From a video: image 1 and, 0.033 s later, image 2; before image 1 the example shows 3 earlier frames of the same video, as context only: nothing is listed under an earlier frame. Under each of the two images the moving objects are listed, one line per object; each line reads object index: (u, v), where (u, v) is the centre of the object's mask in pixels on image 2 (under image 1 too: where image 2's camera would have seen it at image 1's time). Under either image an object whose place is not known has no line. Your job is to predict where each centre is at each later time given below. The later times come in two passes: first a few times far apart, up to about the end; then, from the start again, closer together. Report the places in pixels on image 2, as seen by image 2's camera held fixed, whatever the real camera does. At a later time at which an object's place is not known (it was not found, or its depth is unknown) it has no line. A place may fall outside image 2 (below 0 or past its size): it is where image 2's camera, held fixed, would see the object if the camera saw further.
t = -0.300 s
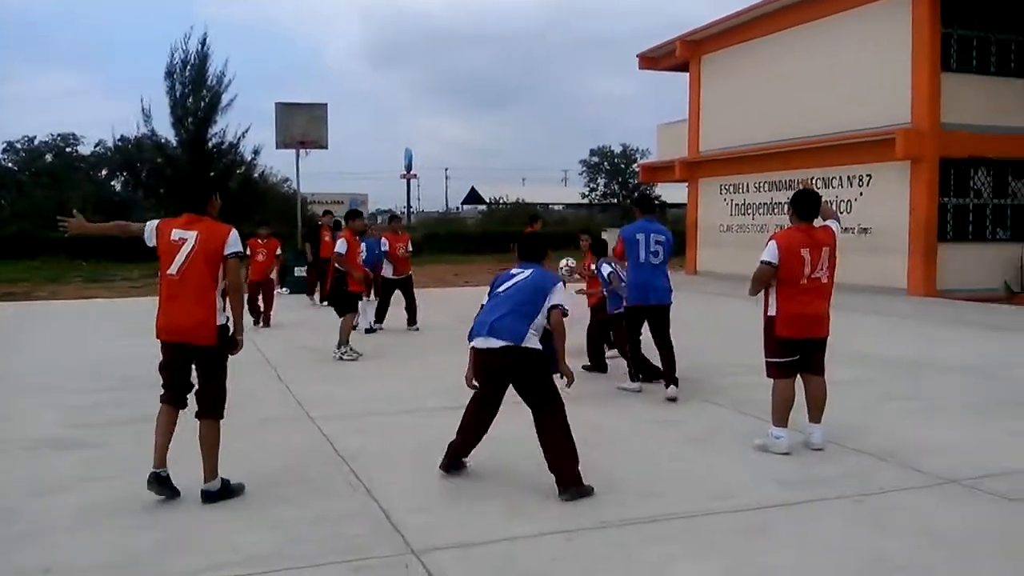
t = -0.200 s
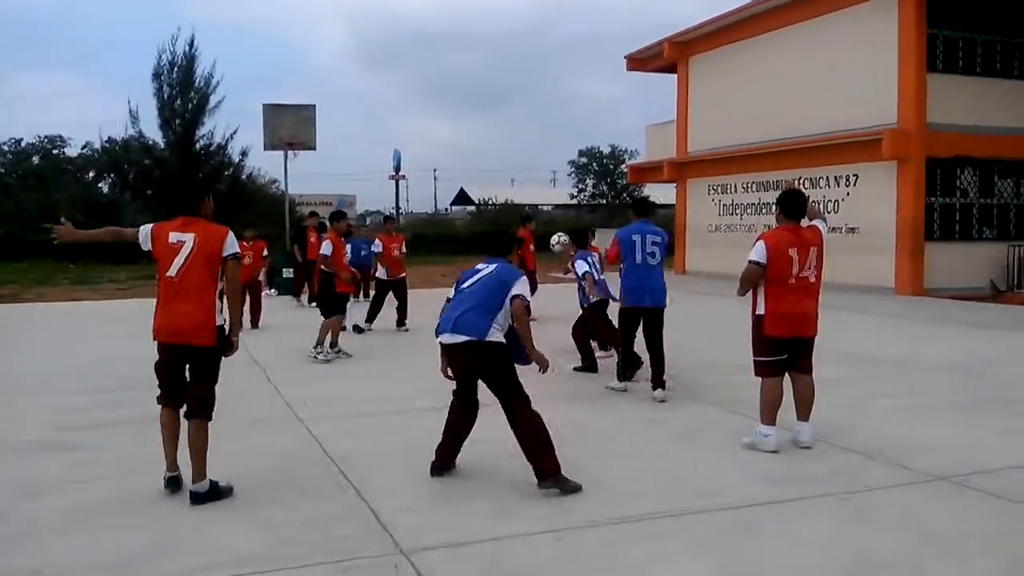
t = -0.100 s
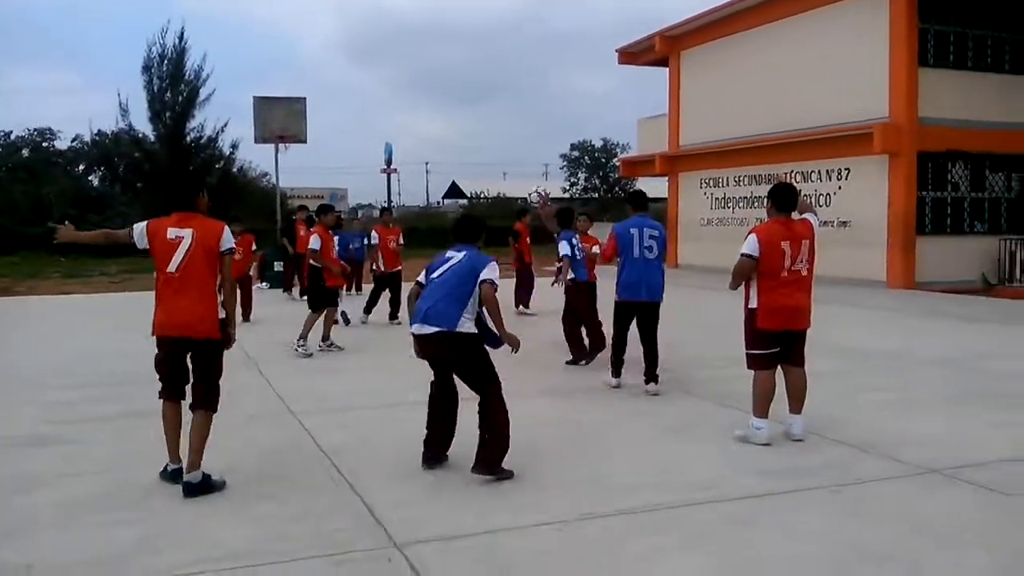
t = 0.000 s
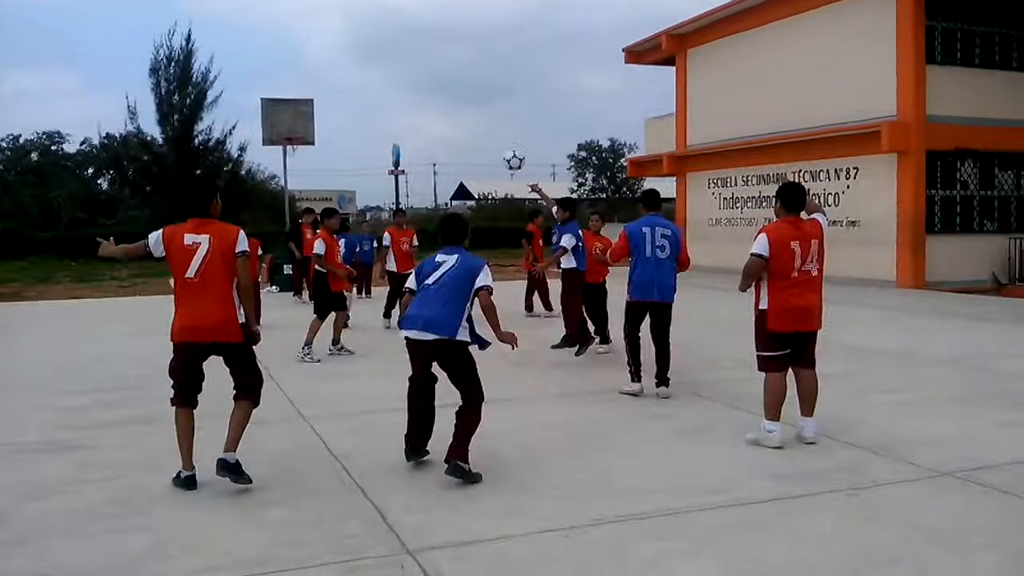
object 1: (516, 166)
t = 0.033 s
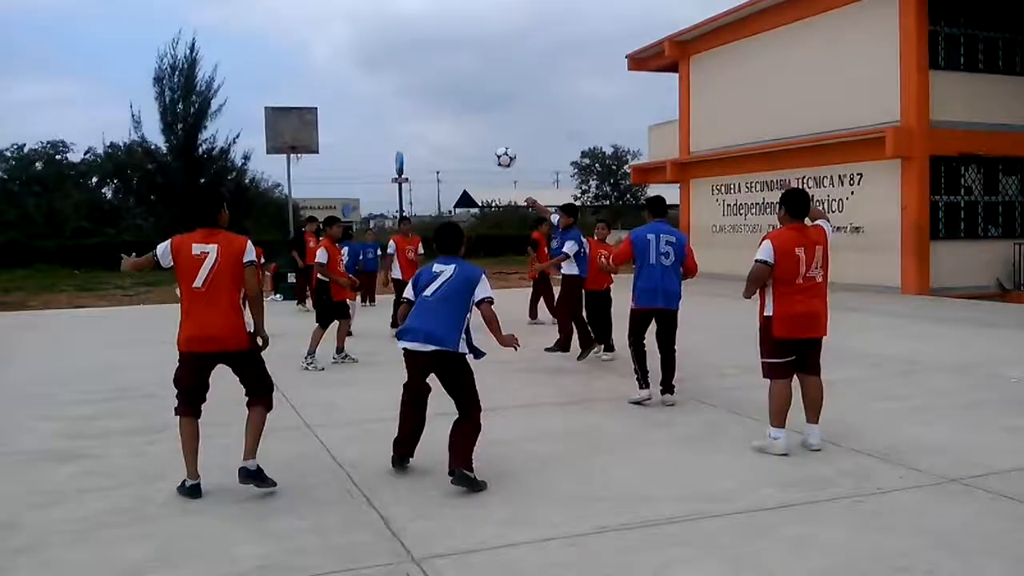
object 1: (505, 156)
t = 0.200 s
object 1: (442, 119)
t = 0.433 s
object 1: (355, 116)
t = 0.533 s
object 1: (316, 131)
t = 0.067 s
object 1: (492, 147)
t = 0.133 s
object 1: (466, 131)
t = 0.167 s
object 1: (454, 125)
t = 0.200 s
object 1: (442, 119)
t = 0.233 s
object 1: (430, 115)
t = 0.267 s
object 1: (418, 111)
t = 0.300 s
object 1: (406, 112)
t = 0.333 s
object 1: (393, 111)
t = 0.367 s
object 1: (379, 111)
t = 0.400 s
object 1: (366, 112)
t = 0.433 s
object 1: (355, 116)
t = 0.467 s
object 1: (342, 121)
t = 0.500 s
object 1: (329, 125)
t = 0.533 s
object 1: (316, 131)
